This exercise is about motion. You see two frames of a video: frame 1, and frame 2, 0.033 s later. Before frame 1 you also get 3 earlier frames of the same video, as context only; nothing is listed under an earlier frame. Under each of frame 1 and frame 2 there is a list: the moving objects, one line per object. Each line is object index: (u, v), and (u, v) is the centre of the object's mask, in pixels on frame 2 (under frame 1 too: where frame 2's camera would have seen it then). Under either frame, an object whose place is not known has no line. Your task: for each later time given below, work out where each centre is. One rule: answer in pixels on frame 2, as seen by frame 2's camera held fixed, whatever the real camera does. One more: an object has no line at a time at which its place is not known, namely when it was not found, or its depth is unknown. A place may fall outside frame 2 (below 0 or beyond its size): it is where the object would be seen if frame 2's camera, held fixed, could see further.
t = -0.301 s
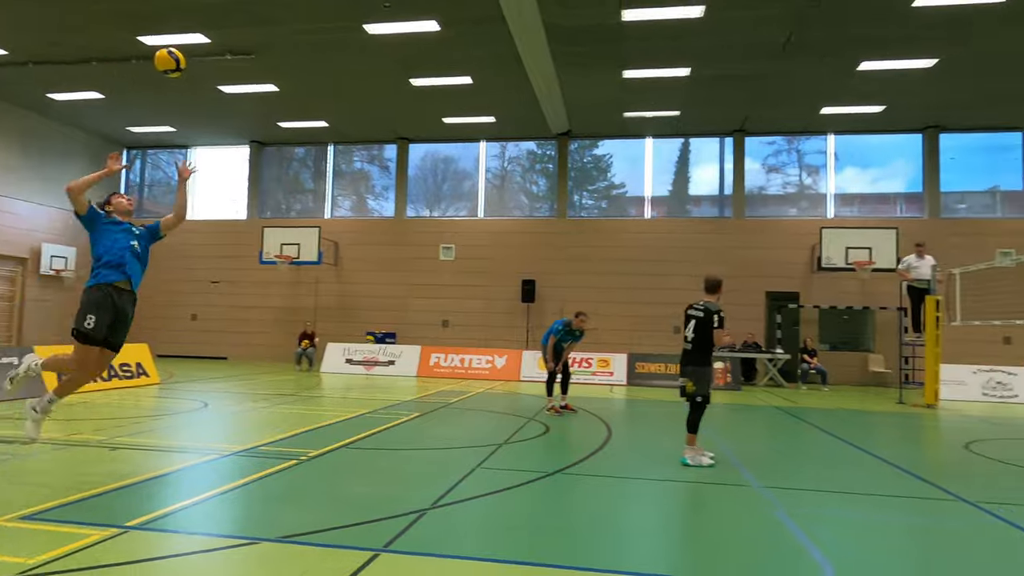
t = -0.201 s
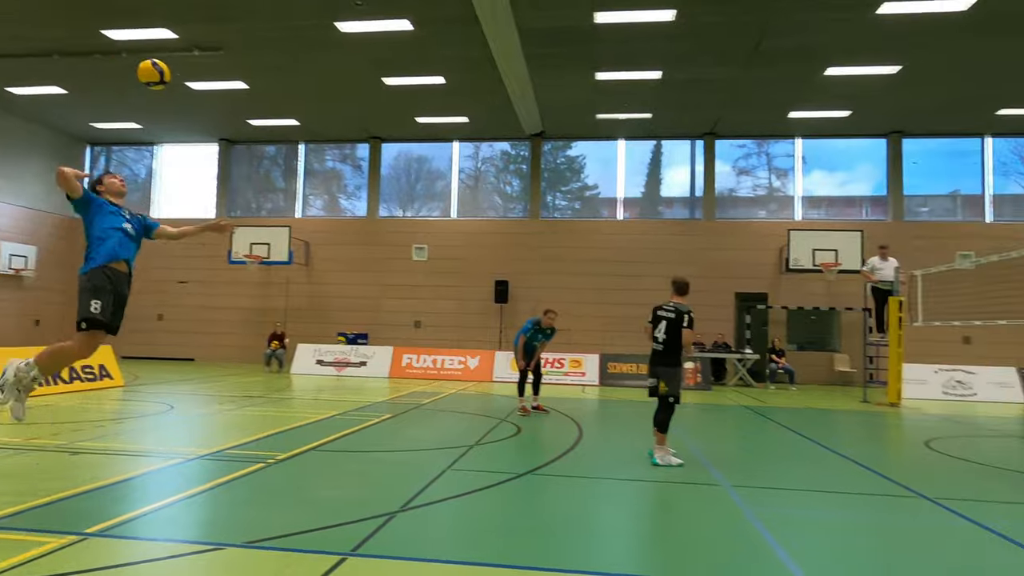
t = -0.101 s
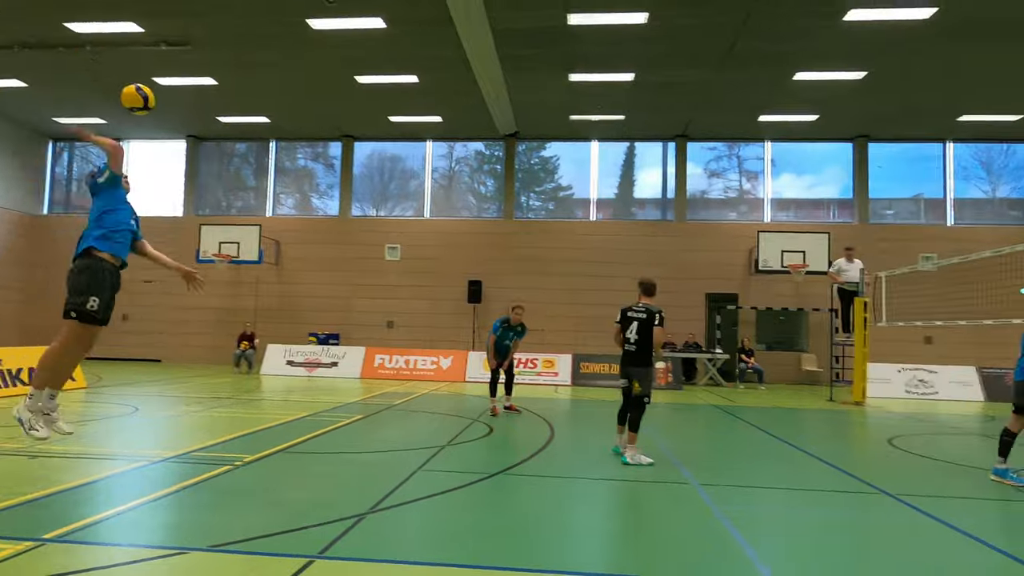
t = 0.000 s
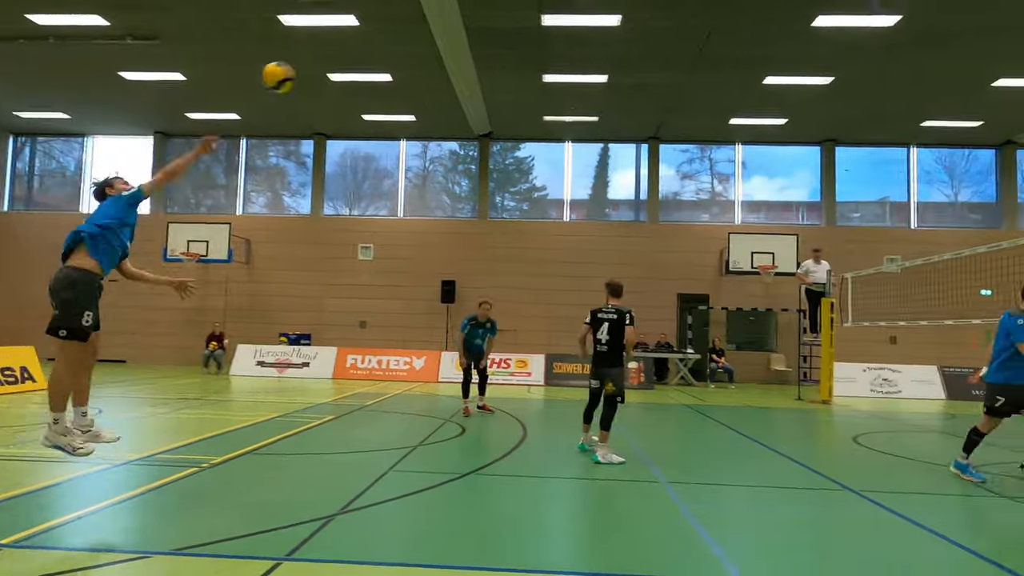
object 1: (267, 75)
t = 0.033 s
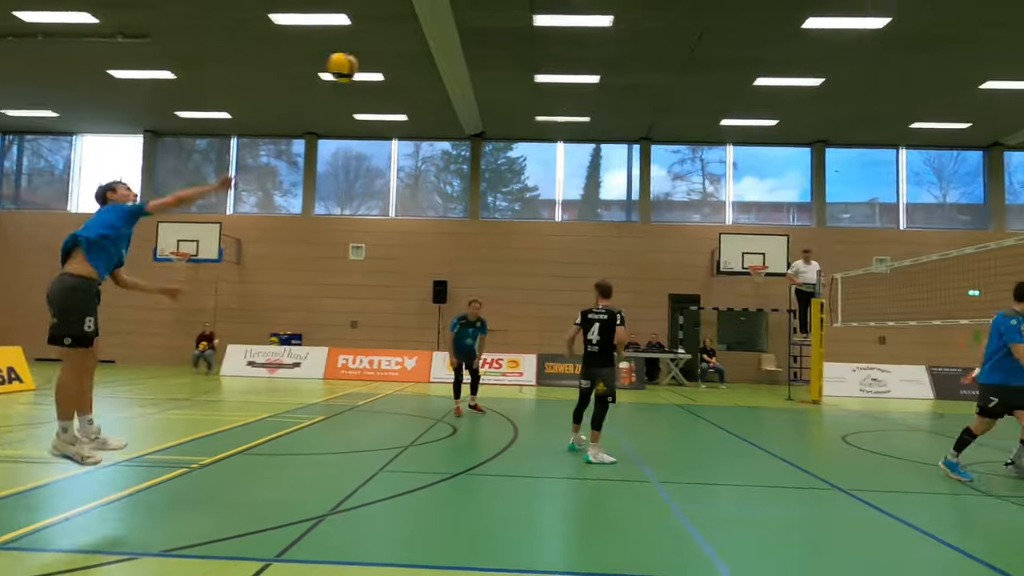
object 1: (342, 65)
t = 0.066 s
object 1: (413, 60)
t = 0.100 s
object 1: (479, 54)
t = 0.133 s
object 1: (543, 51)
